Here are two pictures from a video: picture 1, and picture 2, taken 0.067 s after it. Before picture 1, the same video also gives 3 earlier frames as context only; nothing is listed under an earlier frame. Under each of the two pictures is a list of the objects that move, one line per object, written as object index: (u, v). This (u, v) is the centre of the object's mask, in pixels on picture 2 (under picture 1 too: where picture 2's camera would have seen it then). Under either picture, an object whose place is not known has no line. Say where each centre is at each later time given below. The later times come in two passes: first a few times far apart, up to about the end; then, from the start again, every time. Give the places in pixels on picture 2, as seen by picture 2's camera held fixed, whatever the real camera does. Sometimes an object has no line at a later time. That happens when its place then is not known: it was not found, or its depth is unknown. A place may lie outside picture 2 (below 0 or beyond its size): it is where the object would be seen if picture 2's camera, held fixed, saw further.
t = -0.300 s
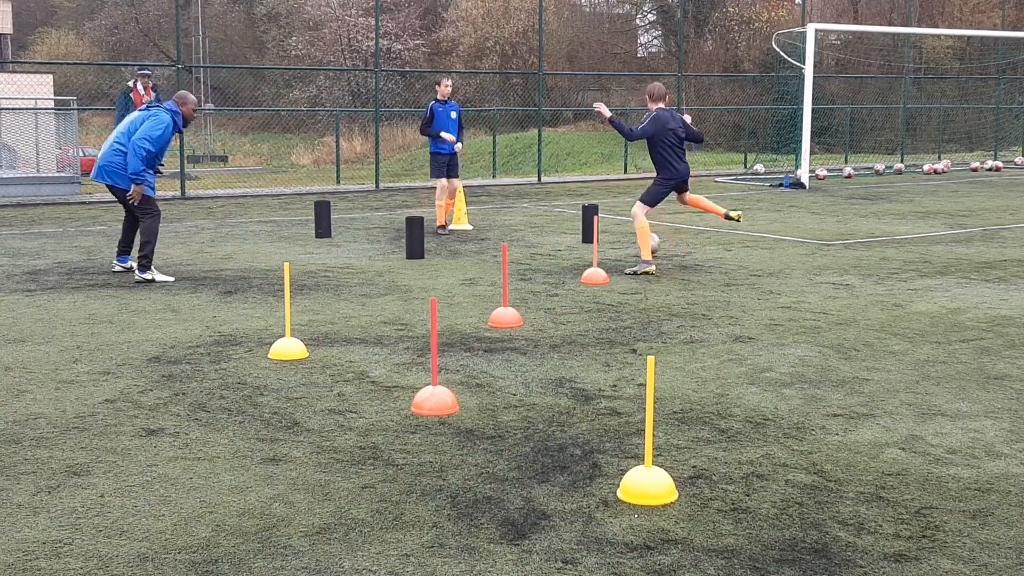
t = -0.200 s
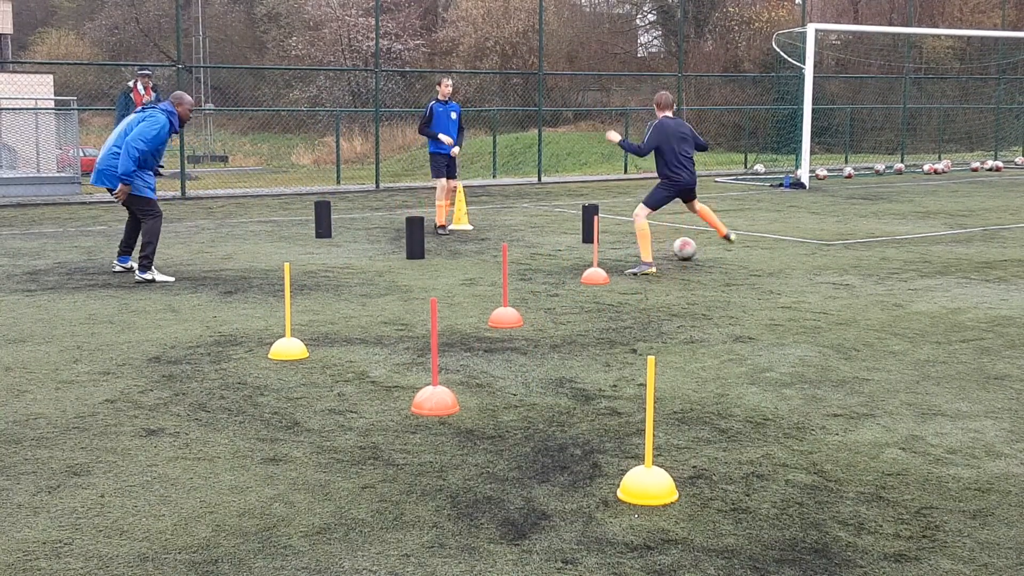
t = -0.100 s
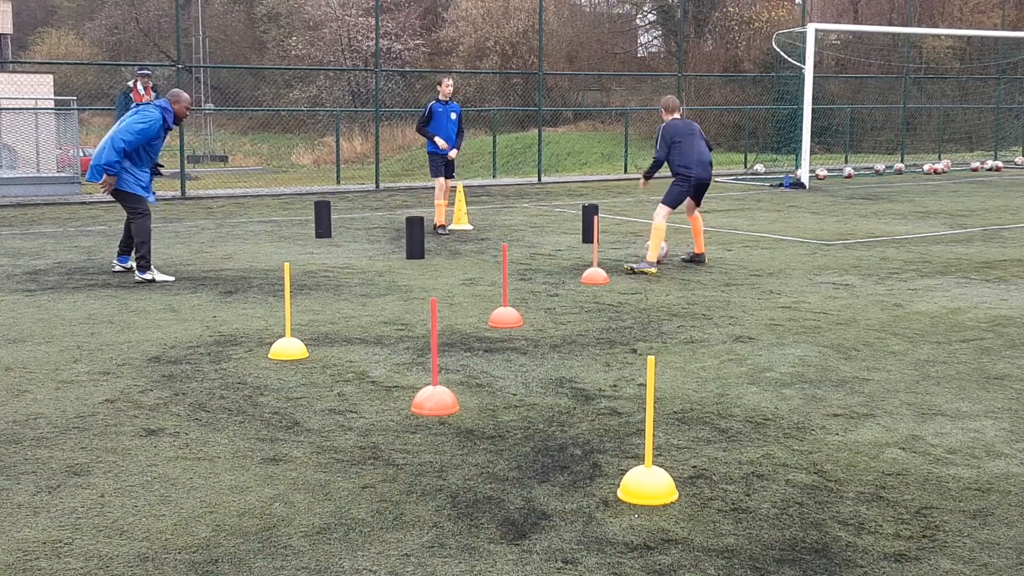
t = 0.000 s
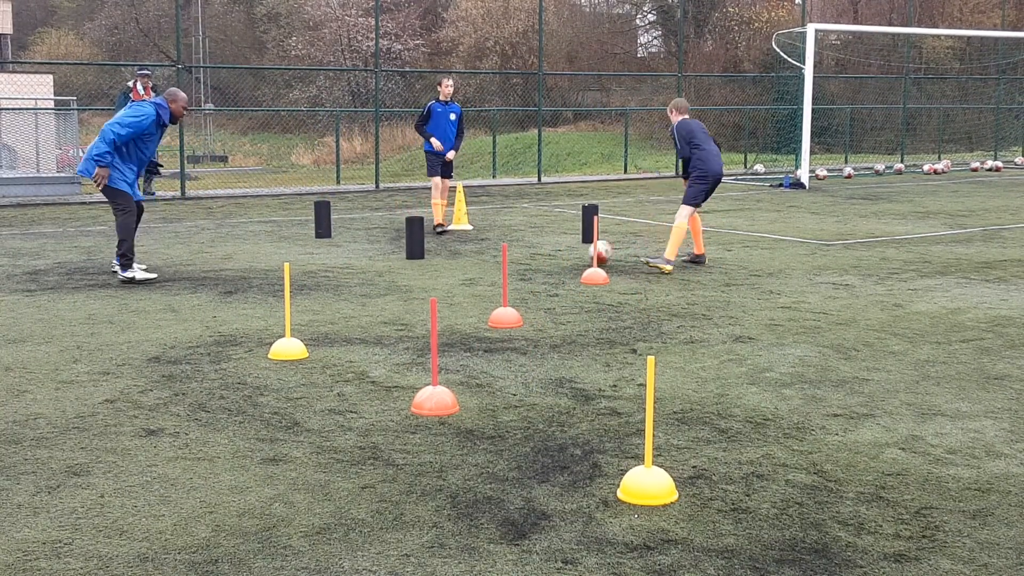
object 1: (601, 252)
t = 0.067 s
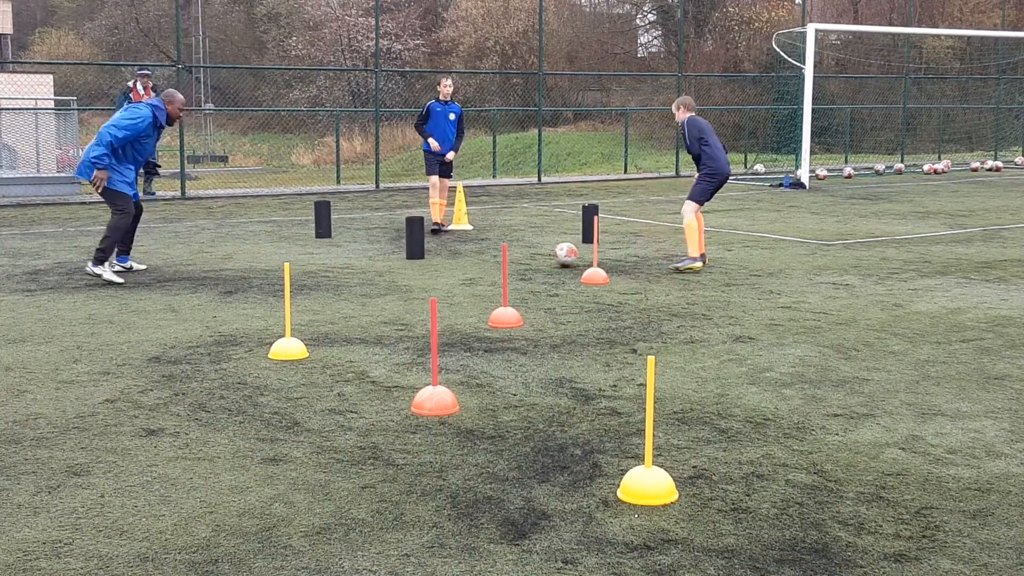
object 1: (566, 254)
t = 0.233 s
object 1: (483, 258)
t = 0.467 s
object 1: (383, 263)
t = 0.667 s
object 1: (317, 267)
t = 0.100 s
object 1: (549, 253)
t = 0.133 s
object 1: (532, 254)
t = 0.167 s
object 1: (517, 255)
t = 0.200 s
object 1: (495, 258)
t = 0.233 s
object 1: (483, 258)
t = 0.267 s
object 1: (468, 258)
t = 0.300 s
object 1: (453, 259)
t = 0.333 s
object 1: (438, 261)
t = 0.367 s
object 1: (424, 261)
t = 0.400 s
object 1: (410, 262)
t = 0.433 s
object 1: (397, 263)
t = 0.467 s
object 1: (383, 263)
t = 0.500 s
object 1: (372, 264)
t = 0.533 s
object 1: (360, 265)
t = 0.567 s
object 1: (348, 266)
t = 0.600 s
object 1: (338, 265)
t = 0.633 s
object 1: (328, 267)
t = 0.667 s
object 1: (317, 267)
